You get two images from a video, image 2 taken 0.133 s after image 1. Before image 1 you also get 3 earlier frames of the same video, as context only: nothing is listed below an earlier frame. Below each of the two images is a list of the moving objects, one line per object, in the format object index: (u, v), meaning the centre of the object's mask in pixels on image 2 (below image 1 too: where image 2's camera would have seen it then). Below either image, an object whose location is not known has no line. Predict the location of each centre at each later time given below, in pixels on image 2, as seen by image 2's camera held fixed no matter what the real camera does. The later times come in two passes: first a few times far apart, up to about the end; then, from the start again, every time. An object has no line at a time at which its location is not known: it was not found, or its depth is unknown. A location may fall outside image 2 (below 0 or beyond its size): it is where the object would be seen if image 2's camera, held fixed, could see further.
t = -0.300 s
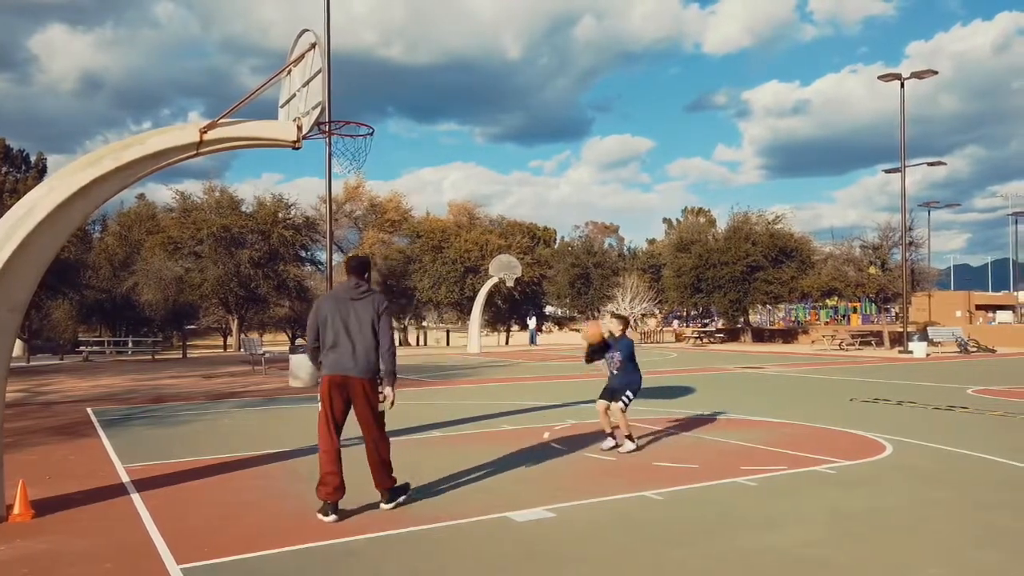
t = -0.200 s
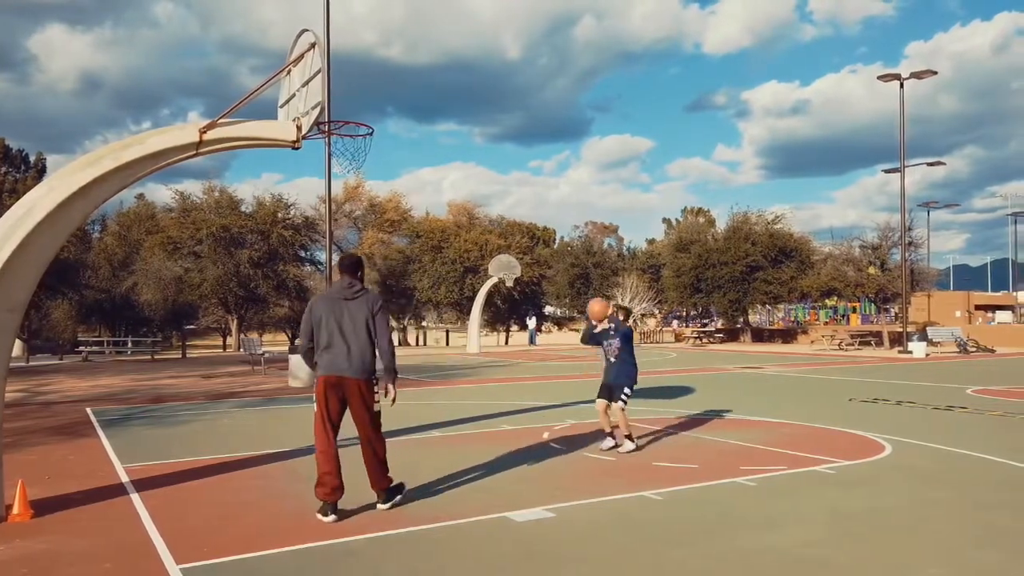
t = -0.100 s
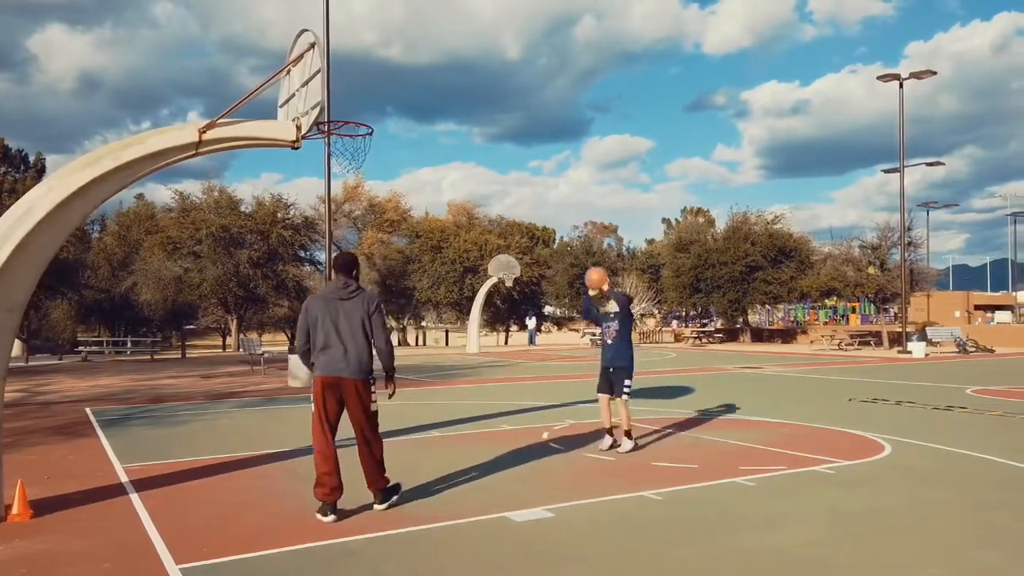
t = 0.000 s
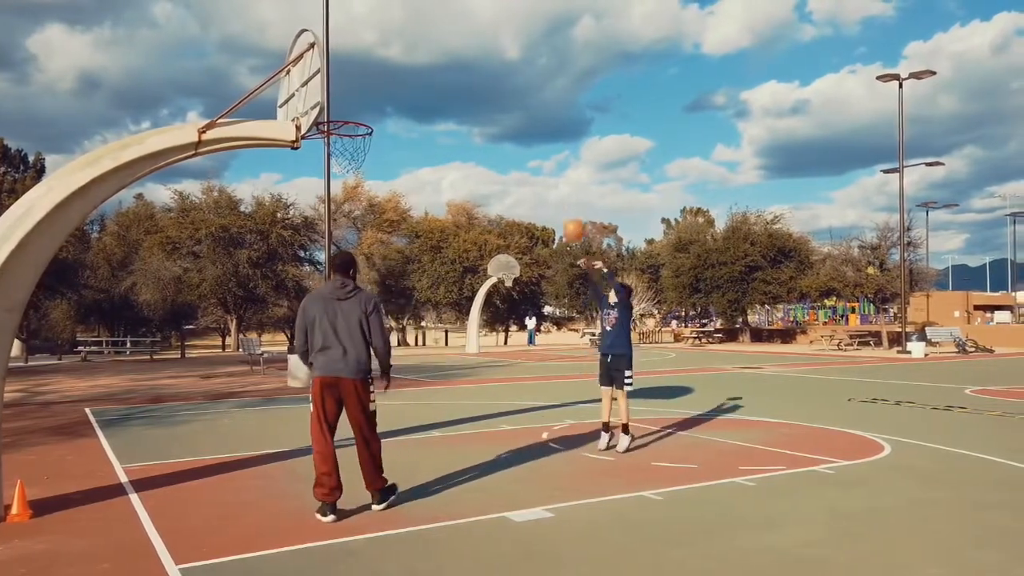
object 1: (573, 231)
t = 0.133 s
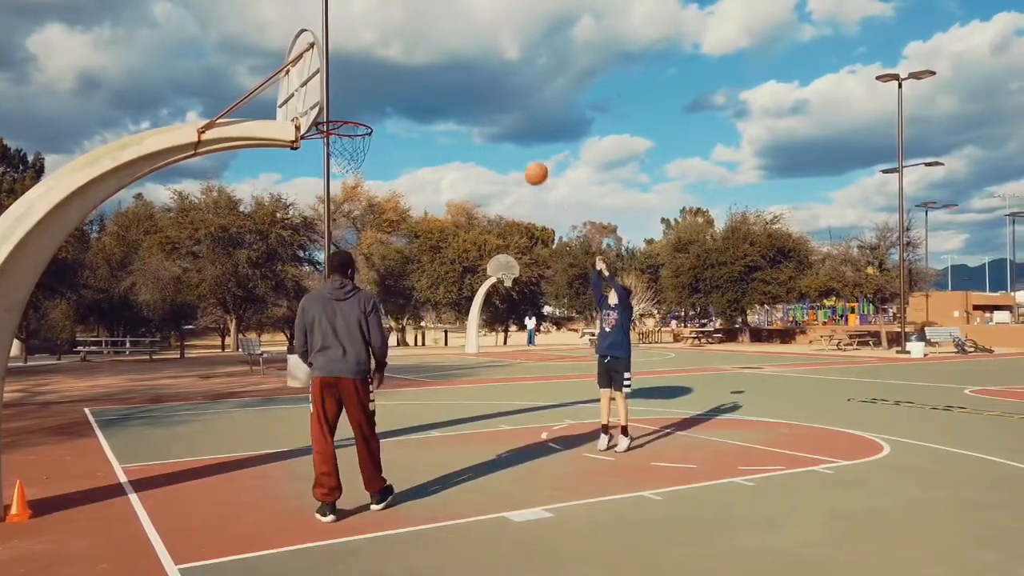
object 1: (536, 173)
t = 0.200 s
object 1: (517, 150)
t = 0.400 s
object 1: (457, 105)
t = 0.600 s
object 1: (394, 100)
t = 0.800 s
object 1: (326, 140)
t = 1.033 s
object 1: (335, 155)
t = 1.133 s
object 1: (343, 178)
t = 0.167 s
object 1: (526, 162)
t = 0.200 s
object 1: (517, 150)
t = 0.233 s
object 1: (507, 140)
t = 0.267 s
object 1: (497, 131)
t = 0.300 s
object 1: (487, 123)
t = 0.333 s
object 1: (477, 116)
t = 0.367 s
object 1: (467, 110)
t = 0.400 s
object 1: (457, 105)
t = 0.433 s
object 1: (447, 101)
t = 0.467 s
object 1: (436, 99)
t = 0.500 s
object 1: (426, 97)
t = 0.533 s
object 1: (415, 97)
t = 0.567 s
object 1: (405, 97)
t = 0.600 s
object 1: (394, 100)
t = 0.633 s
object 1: (383, 103)
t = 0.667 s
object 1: (372, 108)
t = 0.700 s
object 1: (361, 114)
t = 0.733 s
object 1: (349, 121)
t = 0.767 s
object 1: (338, 130)
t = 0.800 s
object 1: (326, 140)
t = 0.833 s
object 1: (325, 141)
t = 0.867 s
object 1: (325, 141)
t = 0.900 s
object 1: (326, 141)
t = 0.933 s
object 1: (328, 142)
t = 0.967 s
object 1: (330, 145)
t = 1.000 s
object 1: (333, 147)
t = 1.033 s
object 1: (335, 155)
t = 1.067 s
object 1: (338, 162)
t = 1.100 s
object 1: (339, 169)
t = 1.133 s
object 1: (343, 178)
